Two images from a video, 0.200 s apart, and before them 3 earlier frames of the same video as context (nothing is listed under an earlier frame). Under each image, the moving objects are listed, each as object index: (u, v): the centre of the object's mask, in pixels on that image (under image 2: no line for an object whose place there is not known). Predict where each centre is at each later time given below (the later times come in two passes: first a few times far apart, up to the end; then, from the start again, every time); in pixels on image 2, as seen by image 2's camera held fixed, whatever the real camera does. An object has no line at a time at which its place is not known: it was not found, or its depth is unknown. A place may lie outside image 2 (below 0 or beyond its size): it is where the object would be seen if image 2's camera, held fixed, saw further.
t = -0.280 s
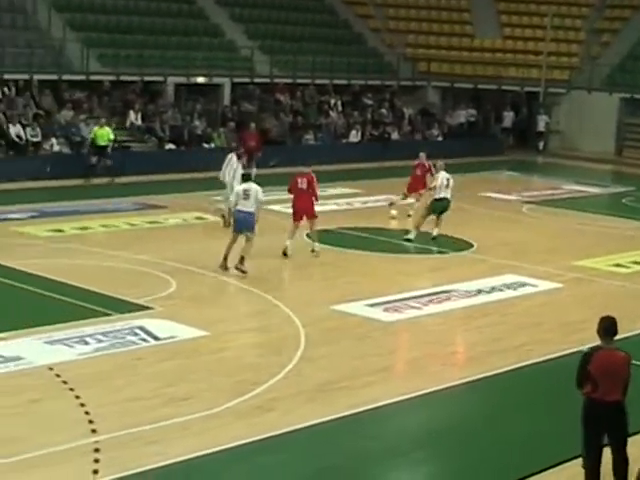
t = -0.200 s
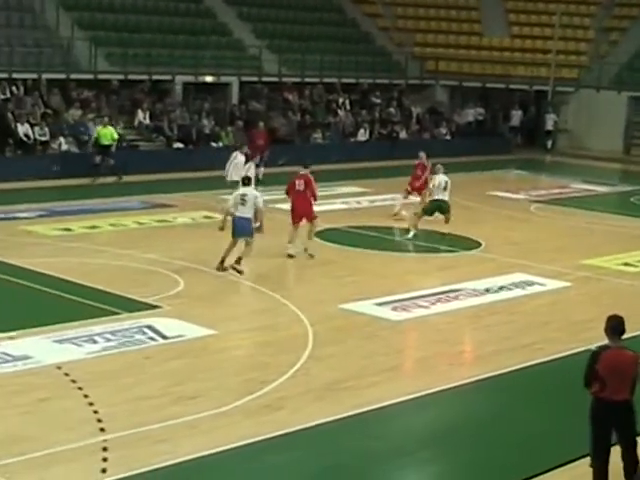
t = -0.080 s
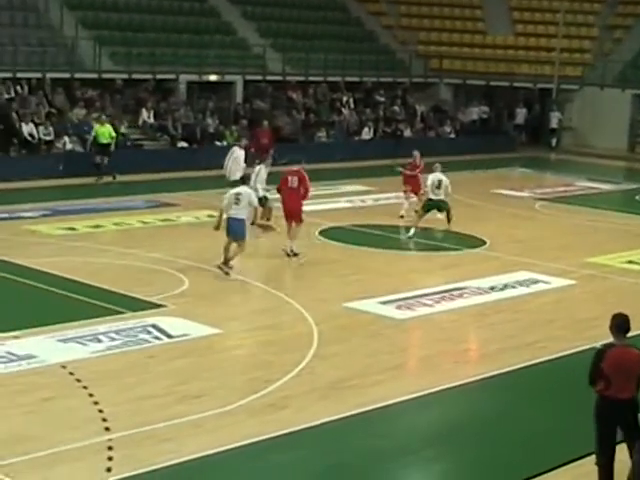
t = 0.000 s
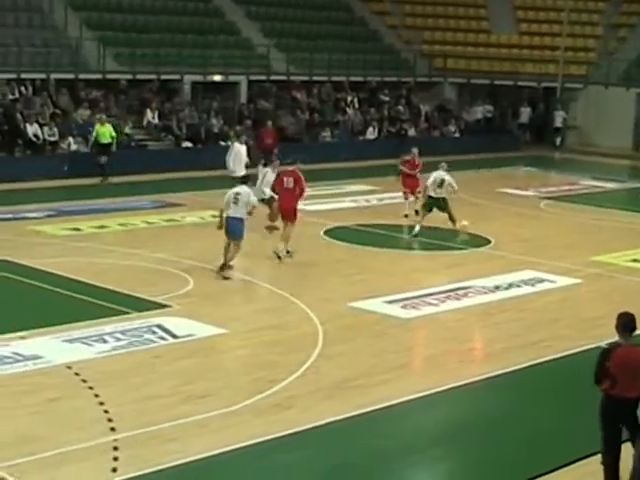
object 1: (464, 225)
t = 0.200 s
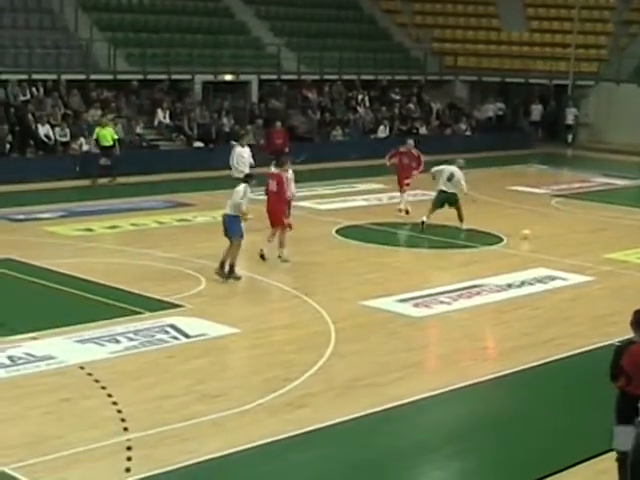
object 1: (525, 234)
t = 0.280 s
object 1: (543, 239)
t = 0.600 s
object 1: (618, 262)
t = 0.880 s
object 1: (692, 275)
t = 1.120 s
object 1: (761, 291)
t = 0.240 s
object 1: (533, 237)
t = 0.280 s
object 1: (543, 239)
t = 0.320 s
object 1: (553, 241)
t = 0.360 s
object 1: (562, 243)
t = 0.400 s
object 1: (572, 246)
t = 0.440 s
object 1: (581, 248)
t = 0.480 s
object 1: (590, 250)
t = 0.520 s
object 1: (599, 253)
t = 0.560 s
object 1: (608, 255)
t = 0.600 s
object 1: (618, 262)
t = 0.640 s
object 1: (628, 262)
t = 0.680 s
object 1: (636, 265)
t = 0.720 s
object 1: (648, 268)
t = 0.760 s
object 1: (656, 270)
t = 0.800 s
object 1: (668, 270)
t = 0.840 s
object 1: (679, 273)
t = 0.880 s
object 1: (692, 275)
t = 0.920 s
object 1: (702, 278)
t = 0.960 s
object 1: (714, 281)
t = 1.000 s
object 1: (725, 284)
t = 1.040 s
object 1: (737, 286)
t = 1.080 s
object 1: (750, 289)
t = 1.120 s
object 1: (761, 291)
